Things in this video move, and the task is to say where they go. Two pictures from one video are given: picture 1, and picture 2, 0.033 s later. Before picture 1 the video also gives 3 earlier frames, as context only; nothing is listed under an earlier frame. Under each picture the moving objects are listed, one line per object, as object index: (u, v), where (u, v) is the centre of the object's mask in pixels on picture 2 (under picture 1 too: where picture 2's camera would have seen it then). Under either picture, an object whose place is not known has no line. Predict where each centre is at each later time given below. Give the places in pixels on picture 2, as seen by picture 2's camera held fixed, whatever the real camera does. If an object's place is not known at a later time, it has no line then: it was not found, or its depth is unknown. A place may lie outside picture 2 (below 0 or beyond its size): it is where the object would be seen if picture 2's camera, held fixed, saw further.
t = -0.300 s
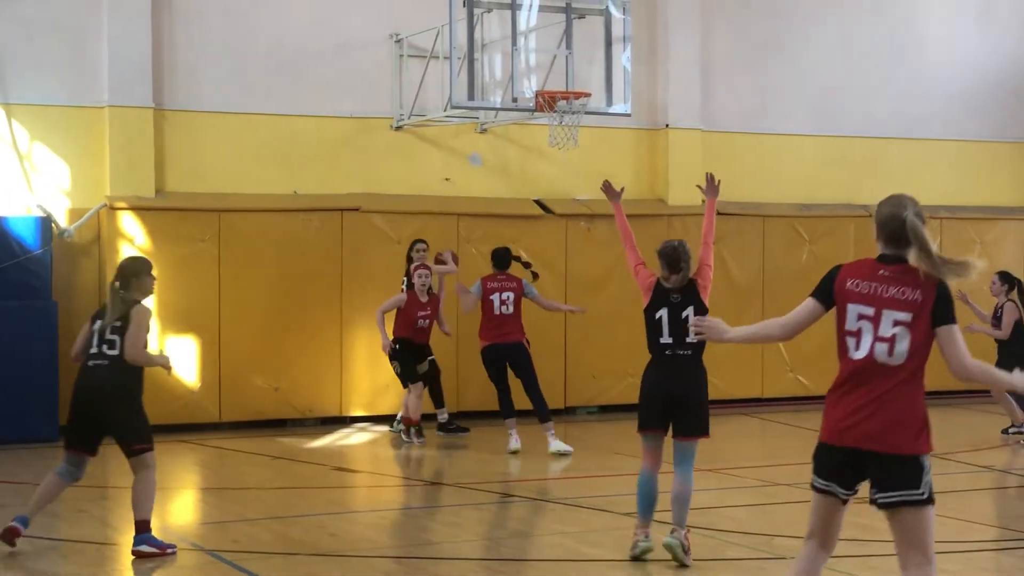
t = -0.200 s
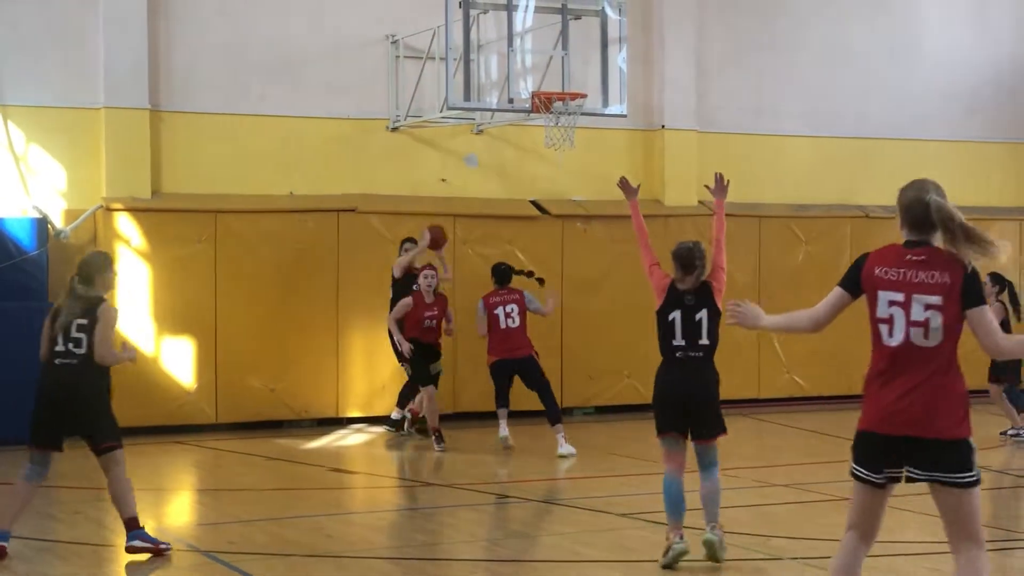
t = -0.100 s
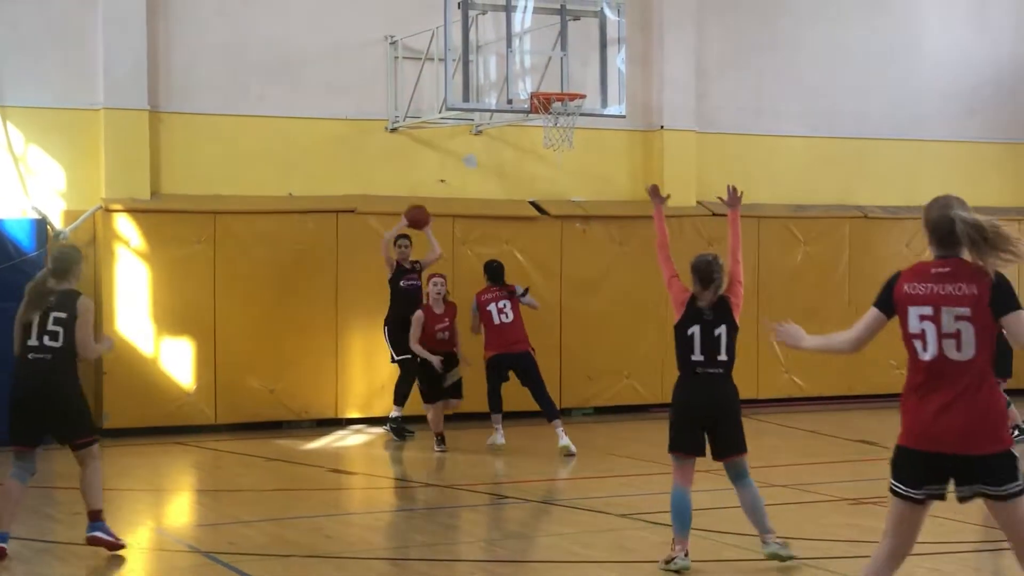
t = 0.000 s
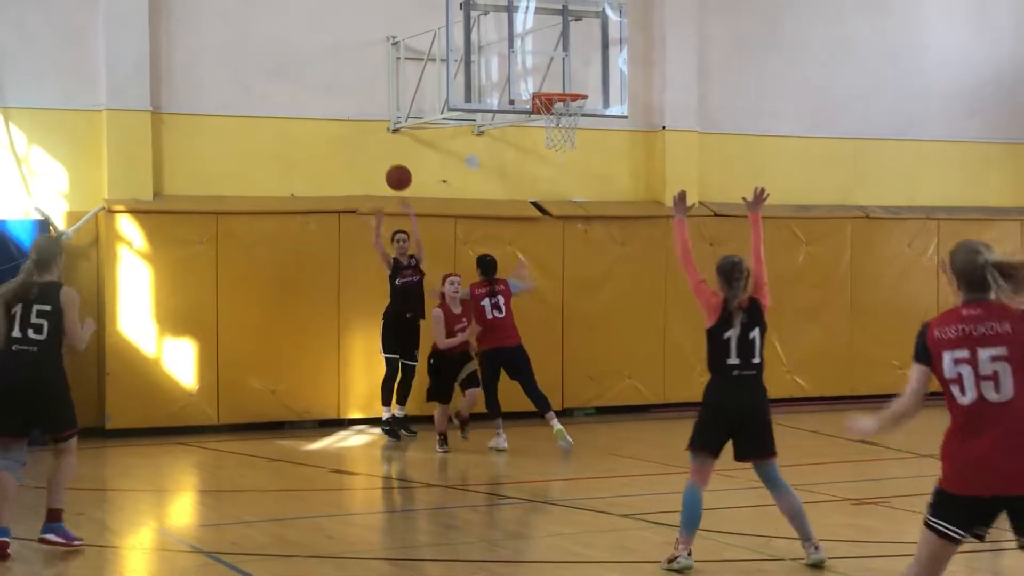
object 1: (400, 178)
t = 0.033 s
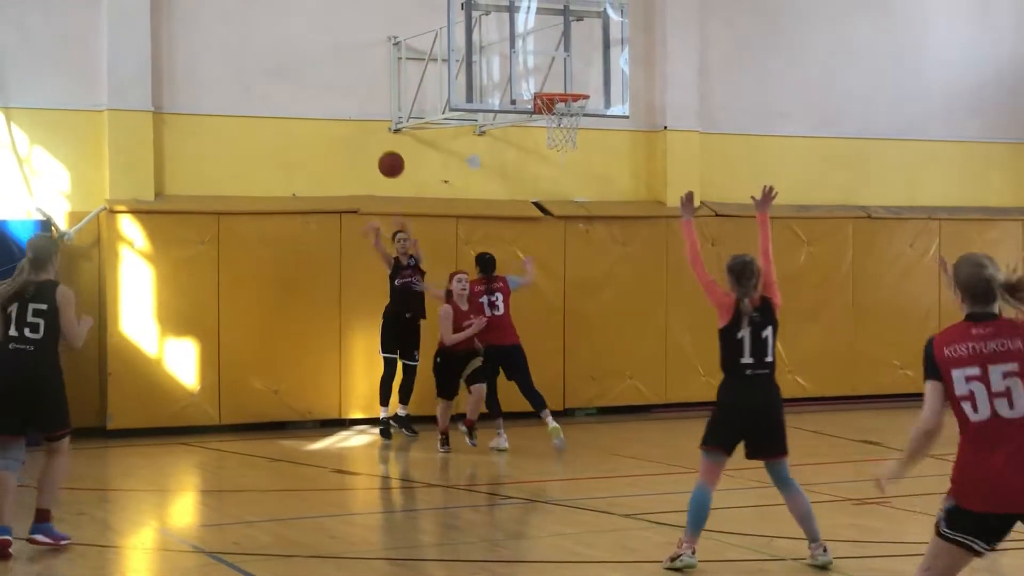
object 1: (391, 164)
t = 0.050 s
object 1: (387, 158)
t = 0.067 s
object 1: (382, 152)
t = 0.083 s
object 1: (377, 146)
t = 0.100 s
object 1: (373, 140)
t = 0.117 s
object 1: (368, 135)
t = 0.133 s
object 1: (363, 129)
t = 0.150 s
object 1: (358, 124)
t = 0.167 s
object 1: (353, 120)
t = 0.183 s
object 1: (348, 115)
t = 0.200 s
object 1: (343, 111)
